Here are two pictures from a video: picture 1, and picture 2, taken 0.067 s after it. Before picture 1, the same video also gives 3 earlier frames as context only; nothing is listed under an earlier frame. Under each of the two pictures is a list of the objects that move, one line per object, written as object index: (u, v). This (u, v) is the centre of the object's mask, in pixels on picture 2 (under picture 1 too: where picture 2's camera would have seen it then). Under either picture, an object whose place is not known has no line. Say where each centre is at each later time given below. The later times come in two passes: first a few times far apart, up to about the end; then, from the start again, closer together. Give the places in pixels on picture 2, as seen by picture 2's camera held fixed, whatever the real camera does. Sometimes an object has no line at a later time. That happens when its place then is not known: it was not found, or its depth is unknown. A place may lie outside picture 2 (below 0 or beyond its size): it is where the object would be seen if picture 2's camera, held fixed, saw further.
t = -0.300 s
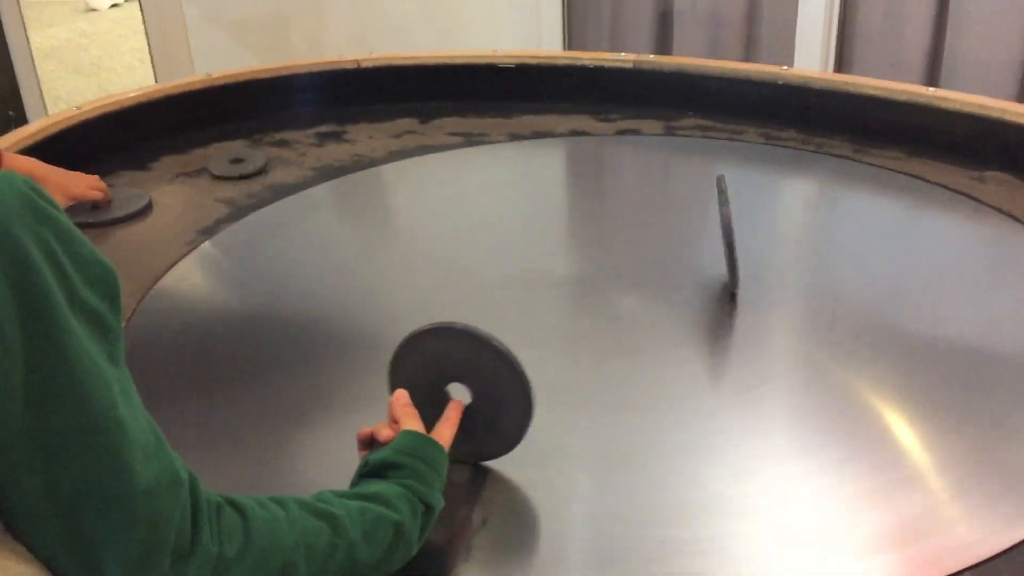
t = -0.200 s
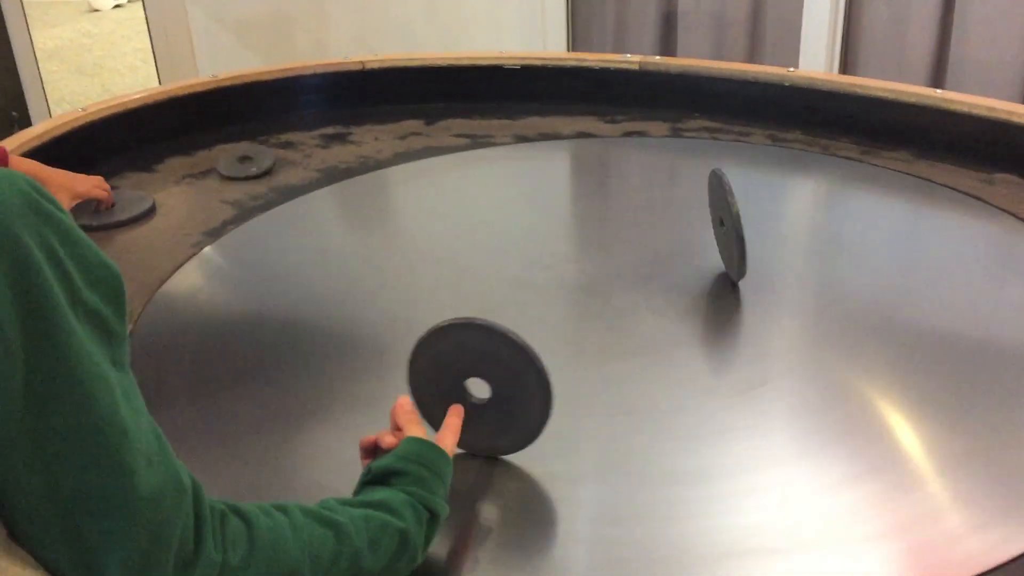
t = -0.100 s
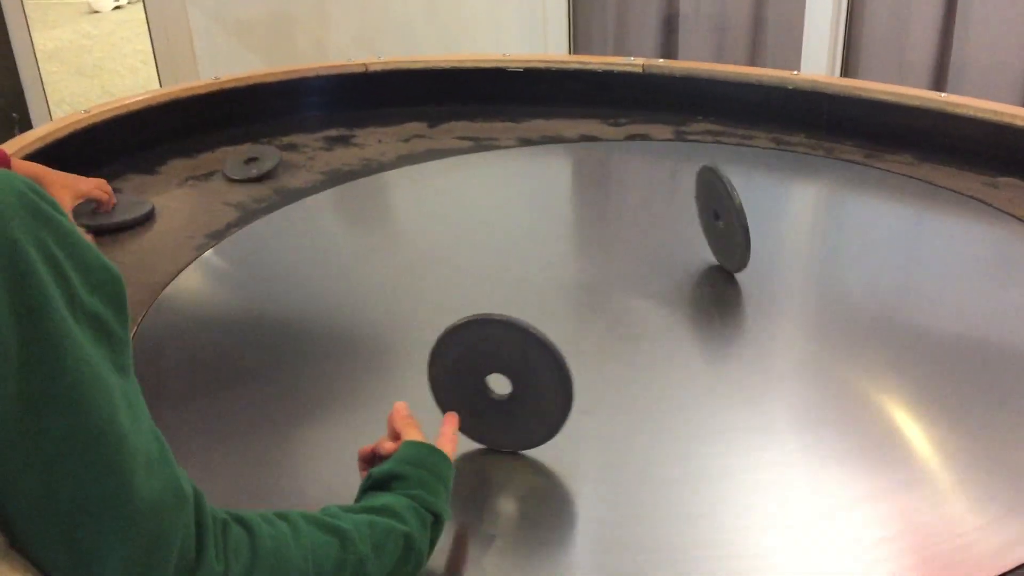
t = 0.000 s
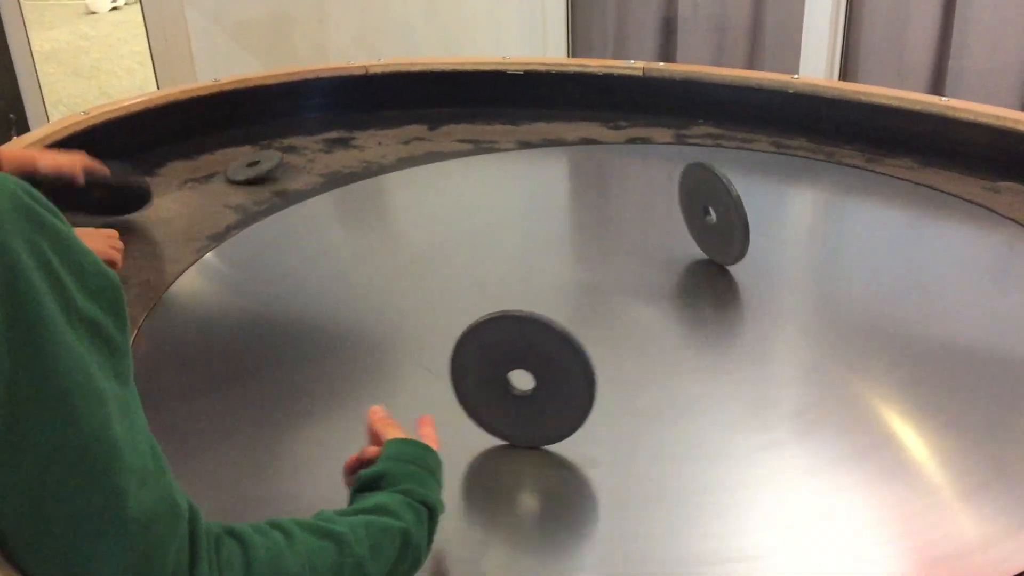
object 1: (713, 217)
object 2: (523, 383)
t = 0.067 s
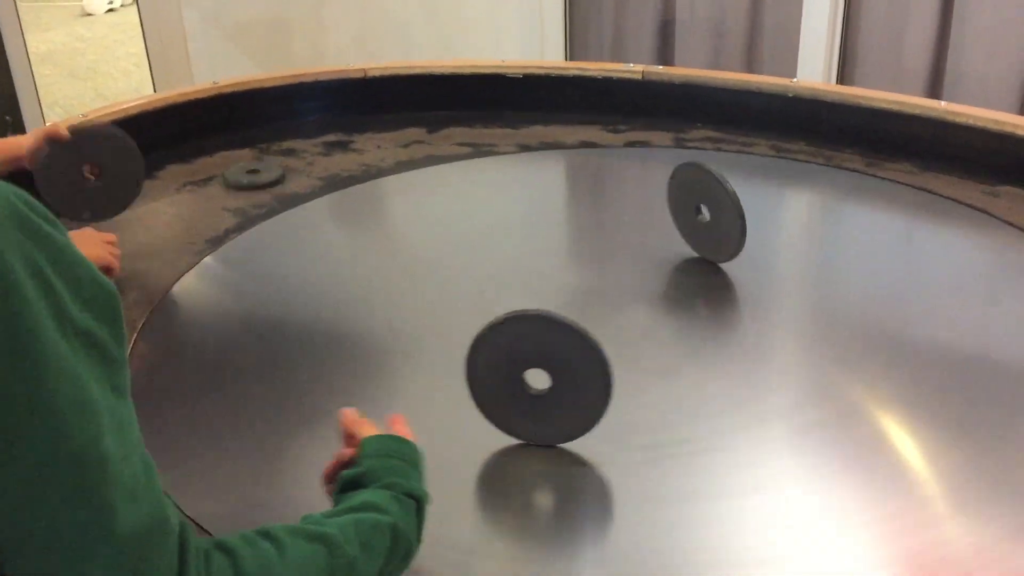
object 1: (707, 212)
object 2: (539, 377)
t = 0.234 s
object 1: (689, 201)
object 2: (582, 366)
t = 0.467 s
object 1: (663, 192)
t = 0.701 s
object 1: (636, 190)
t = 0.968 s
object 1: (599, 195)
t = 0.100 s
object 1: (703, 209)
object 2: (547, 375)
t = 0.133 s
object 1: (700, 207)
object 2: (555, 373)
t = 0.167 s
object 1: (696, 205)
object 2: (564, 371)
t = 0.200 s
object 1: (693, 203)
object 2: (573, 368)
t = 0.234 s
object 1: (689, 201)
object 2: (582, 366)
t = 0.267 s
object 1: (686, 199)
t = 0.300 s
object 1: (682, 198)
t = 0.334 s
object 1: (678, 196)
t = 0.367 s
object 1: (674, 195)
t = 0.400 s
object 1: (670, 194)
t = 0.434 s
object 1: (666, 193)
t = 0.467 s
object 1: (663, 192)
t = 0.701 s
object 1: (636, 190)
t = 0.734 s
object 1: (632, 190)
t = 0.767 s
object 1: (627, 190)
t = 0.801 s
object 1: (623, 191)
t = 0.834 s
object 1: (619, 192)
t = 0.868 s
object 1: (614, 192)
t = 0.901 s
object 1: (609, 193)
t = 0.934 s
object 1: (604, 194)
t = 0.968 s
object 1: (599, 195)
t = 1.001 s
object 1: (594, 197)
